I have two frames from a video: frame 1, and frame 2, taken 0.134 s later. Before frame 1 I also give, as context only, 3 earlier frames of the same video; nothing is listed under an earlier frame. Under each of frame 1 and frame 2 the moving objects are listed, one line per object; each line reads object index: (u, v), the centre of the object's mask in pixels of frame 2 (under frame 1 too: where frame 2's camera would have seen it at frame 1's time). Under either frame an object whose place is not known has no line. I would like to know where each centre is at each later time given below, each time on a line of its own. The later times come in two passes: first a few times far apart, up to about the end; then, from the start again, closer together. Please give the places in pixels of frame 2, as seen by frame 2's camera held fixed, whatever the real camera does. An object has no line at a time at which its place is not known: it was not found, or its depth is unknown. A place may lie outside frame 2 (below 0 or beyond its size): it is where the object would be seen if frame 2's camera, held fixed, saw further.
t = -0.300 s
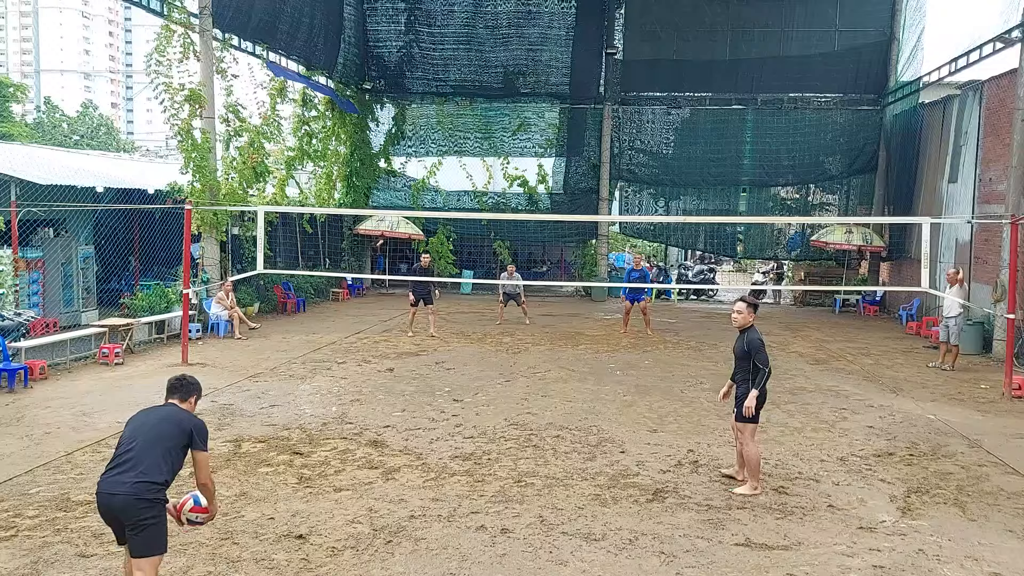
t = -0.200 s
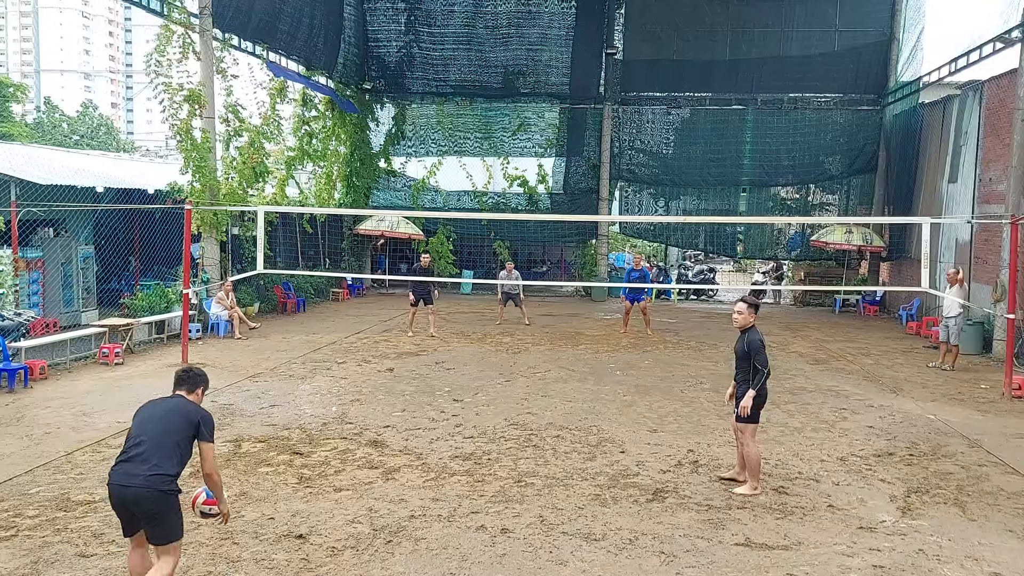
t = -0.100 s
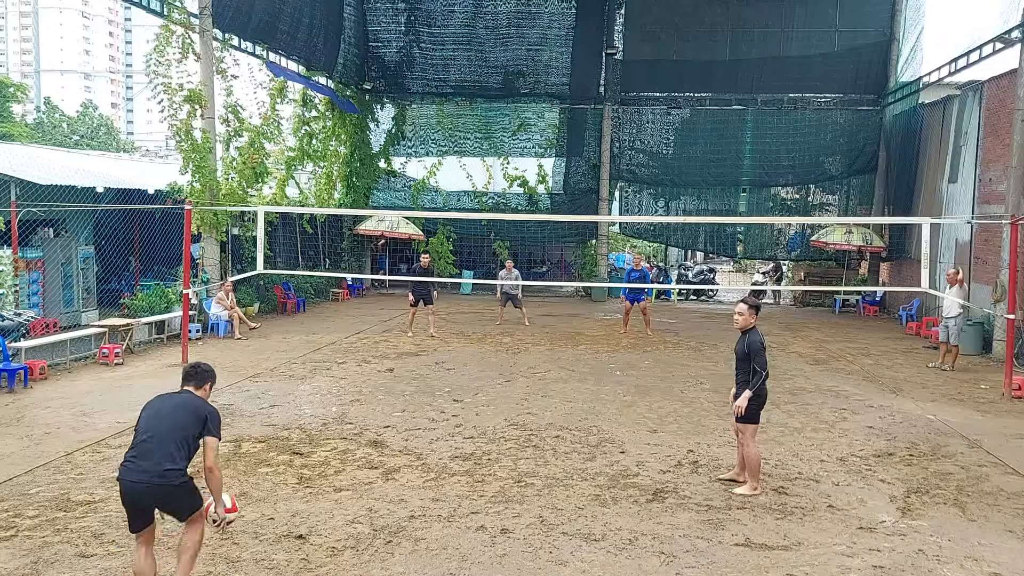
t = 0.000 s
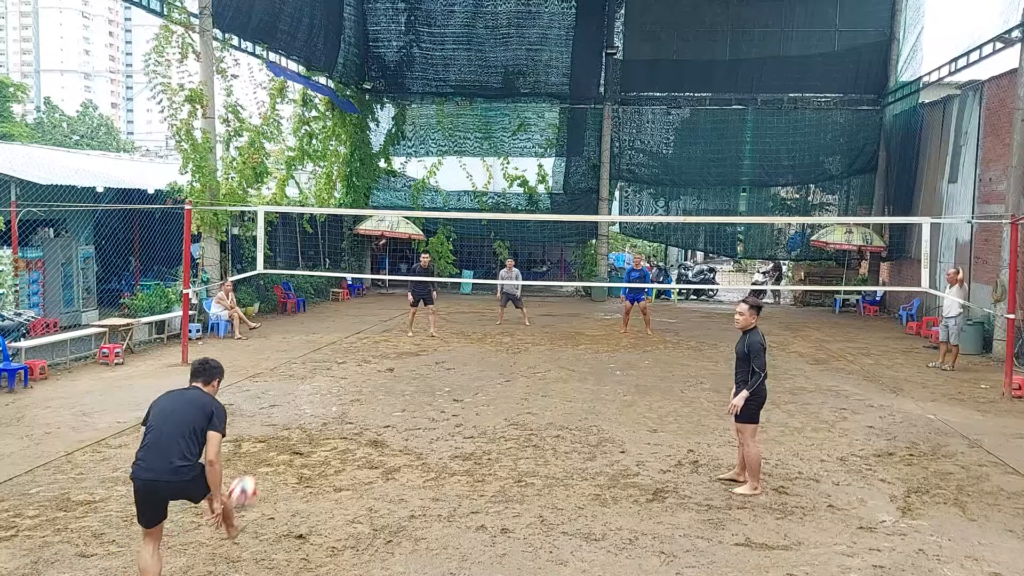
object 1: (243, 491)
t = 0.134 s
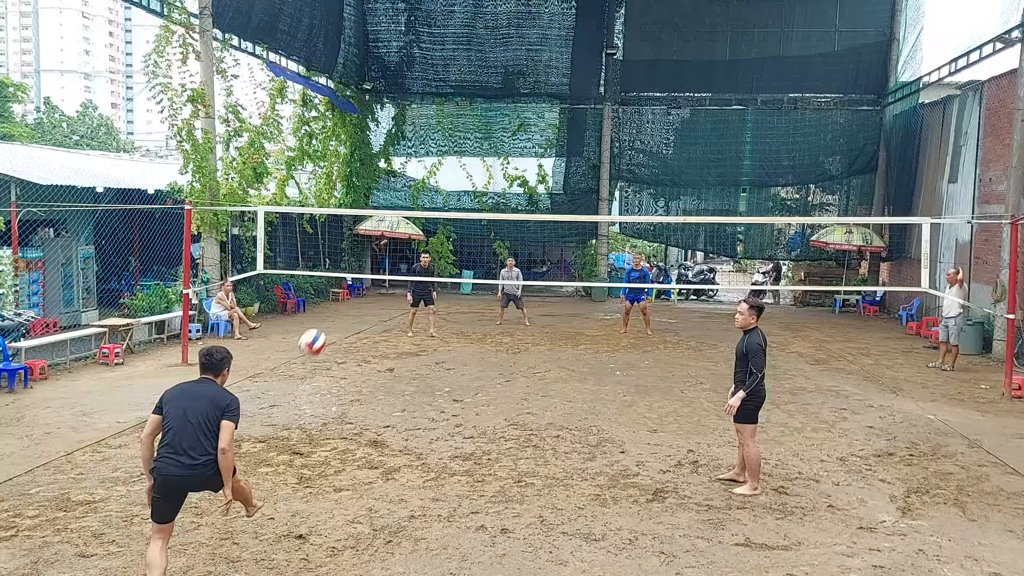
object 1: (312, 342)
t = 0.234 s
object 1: (352, 269)
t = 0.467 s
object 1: (420, 178)
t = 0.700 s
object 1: (469, 156)
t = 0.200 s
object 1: (339, 291)
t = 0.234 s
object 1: (352, 269)
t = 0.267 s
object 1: (363, 250)
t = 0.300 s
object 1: (374, 233)
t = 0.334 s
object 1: (384, 218)
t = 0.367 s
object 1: (394, 205)
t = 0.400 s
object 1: (403, 195)
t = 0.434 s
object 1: (412, 186)
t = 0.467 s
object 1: (420, 178)
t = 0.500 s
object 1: (428, 172)
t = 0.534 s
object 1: (436, 167)
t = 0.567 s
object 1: (443, 162)
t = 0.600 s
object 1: (450, 159)
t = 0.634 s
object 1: (456, 157)
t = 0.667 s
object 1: (463, 156)
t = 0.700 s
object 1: (469, 156)
